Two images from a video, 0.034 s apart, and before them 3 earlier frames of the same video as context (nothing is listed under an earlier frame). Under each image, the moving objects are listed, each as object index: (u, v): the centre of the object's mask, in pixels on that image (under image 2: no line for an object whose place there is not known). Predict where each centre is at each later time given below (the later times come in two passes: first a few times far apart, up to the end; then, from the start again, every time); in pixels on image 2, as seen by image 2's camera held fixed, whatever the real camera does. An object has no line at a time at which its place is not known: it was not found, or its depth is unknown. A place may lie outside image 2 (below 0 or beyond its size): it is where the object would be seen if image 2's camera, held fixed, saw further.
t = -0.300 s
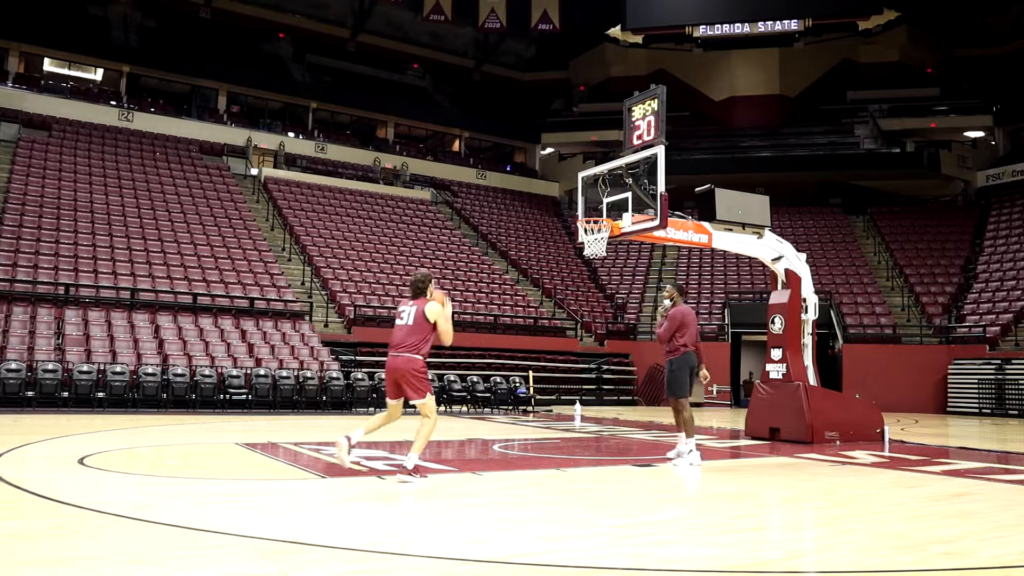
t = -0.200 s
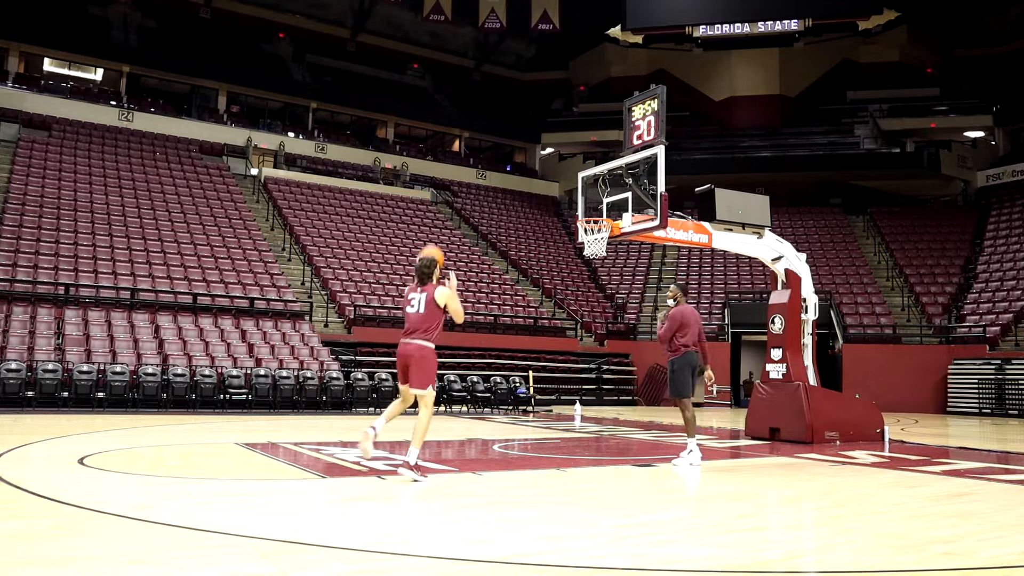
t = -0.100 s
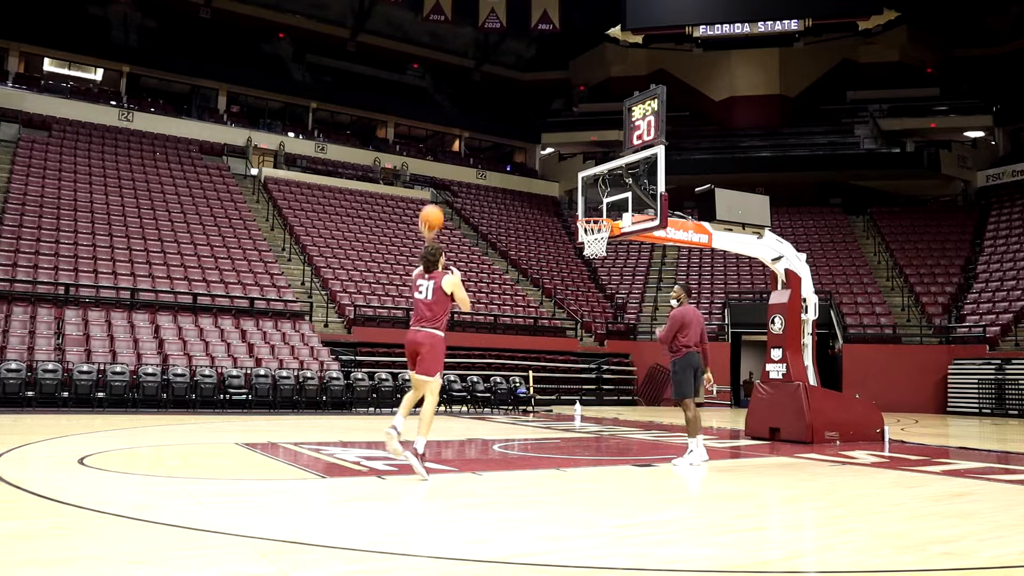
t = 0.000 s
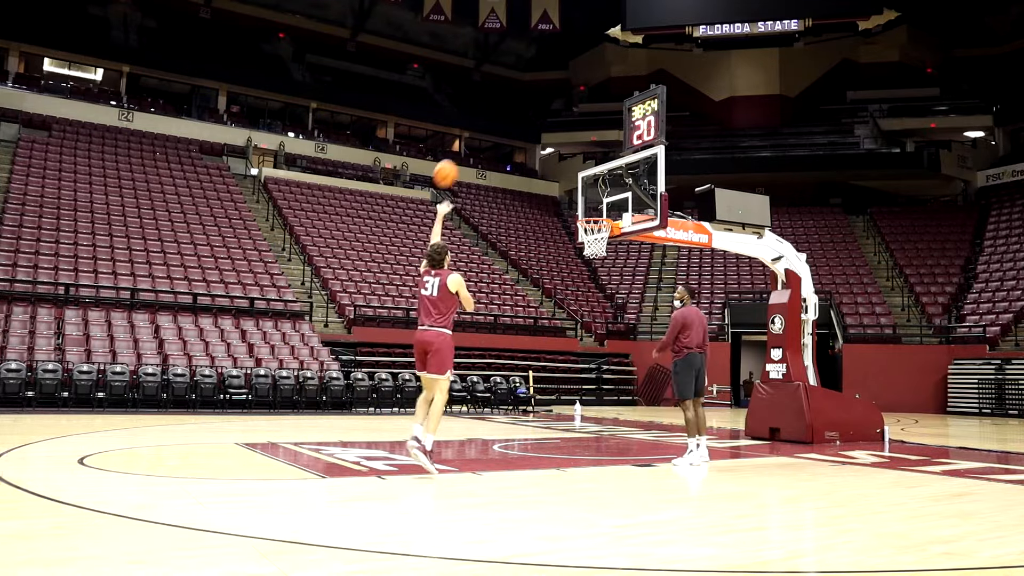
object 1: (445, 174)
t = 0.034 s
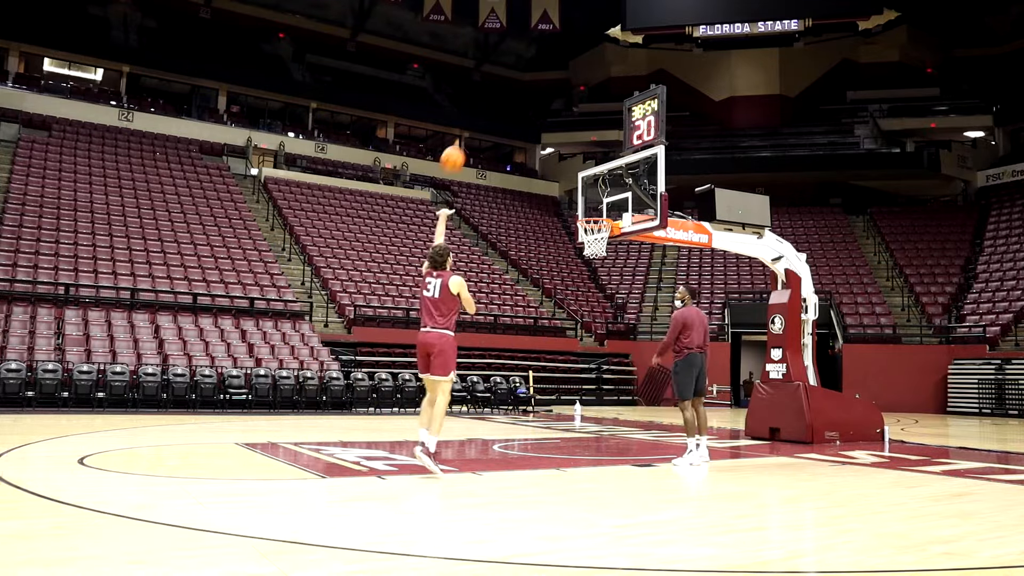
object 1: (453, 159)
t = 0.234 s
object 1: (489, 105)
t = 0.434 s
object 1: (520, 89)
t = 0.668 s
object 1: (550, 110)
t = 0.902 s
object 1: (576, 166)
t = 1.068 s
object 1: (594, 225)
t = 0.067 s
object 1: (459, 148)
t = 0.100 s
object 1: (466, 136)
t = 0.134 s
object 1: (472, 127)
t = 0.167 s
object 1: (478, 118)
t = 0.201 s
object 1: (484, 111)
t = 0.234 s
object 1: (489, 105)
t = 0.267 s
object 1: (495, 100)
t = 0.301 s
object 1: (500, 96)
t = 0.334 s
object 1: (505, 92)
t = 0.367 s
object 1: (510, 90)
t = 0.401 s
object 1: (515, 89)
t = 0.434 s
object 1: (520, 89)
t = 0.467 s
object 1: (524, 89)
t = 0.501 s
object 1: (529, 91)
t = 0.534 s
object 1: (533, 93)
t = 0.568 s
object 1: (538, 96)
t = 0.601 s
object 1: (542, 100)
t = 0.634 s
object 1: (546, 104)
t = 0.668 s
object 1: (550, 110)
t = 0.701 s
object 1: (554, 116)
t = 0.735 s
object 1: (558, 123)
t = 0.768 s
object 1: (562, 130)
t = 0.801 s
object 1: (565, 138)
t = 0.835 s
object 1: (569, 147)
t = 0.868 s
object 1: (573, 157)
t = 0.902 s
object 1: (576, 166)
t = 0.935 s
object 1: (580, 177)
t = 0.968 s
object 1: (583, 188)
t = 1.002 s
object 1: (588, 201)
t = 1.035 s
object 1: (590, 211)
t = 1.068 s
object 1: (594, 225)
